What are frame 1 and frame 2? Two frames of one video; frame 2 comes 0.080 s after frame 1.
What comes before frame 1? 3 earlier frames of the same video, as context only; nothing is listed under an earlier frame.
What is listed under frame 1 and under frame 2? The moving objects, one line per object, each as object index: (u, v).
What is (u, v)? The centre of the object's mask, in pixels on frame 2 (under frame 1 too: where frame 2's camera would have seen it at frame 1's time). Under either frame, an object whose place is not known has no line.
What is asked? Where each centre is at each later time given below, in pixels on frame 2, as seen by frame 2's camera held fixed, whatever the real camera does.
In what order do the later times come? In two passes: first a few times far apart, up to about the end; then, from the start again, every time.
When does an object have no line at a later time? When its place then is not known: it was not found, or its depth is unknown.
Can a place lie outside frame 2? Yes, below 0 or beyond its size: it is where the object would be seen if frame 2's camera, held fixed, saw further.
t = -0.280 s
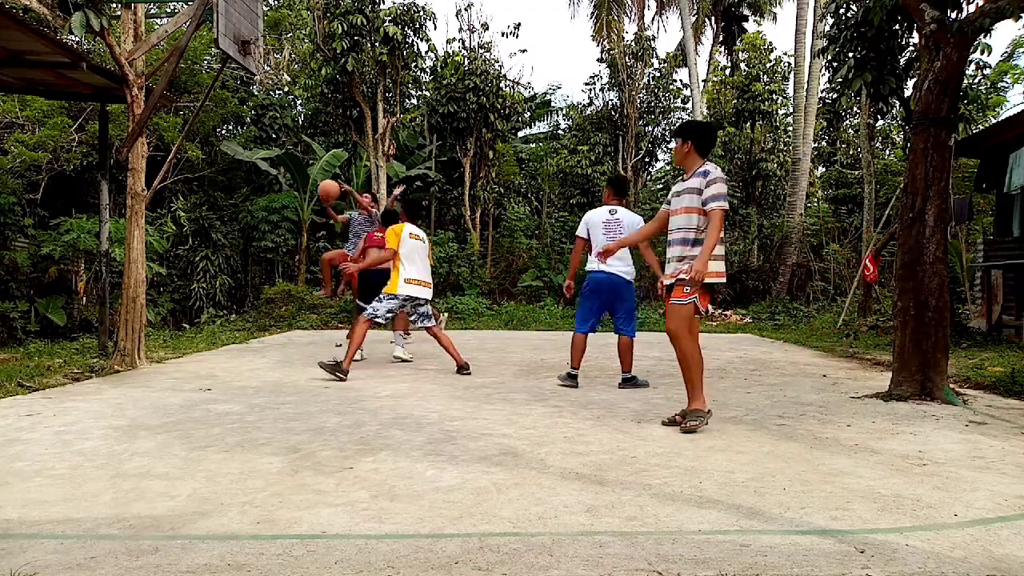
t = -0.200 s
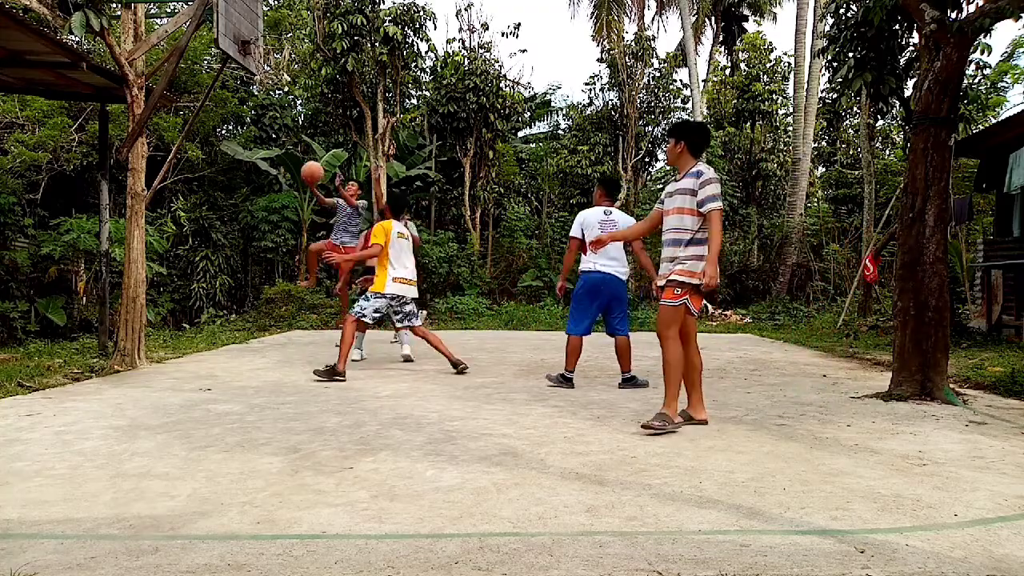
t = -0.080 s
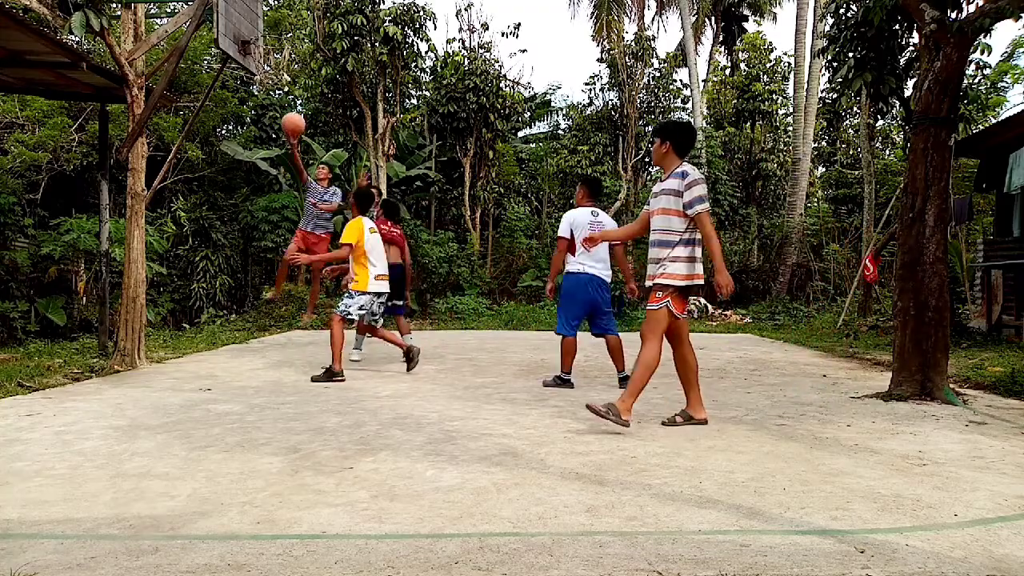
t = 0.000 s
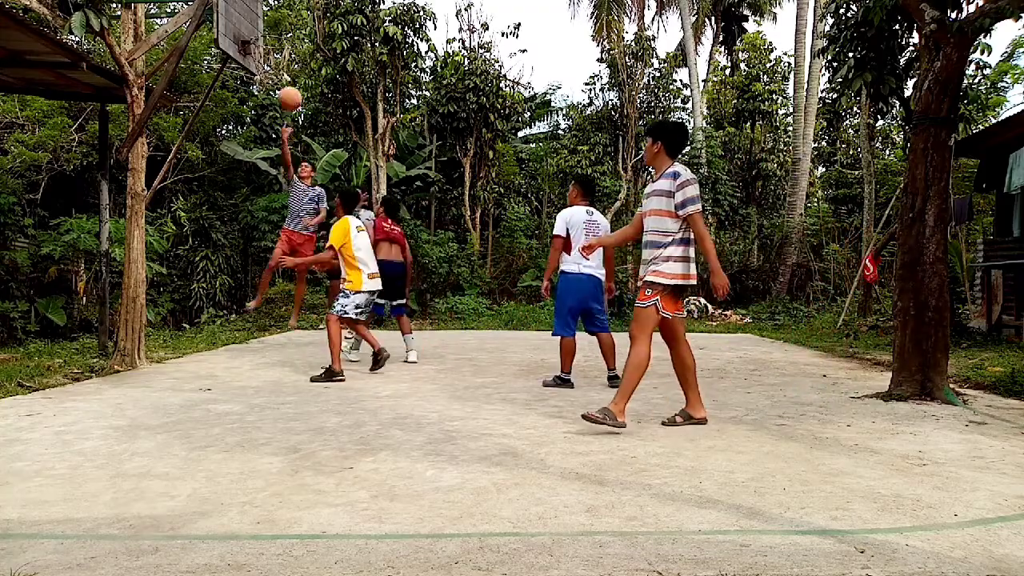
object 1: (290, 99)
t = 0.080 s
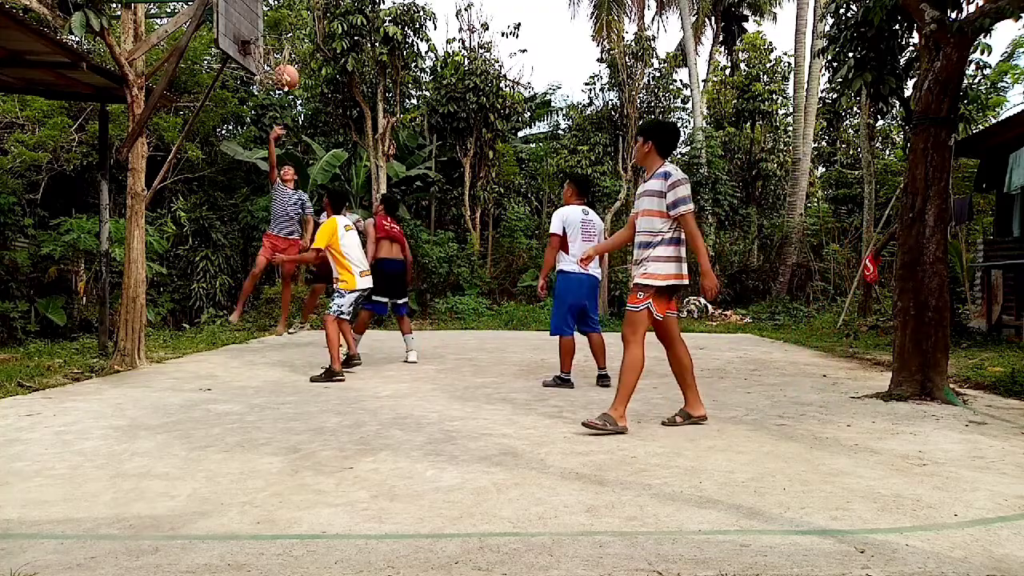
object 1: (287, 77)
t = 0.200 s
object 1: (278, 43)
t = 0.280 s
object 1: (275, 35)
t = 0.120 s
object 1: (285, 66)
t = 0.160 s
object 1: (281, 50)
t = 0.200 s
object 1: (278, 43)
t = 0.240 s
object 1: (277, 38)
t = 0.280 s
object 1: (275, 35)
